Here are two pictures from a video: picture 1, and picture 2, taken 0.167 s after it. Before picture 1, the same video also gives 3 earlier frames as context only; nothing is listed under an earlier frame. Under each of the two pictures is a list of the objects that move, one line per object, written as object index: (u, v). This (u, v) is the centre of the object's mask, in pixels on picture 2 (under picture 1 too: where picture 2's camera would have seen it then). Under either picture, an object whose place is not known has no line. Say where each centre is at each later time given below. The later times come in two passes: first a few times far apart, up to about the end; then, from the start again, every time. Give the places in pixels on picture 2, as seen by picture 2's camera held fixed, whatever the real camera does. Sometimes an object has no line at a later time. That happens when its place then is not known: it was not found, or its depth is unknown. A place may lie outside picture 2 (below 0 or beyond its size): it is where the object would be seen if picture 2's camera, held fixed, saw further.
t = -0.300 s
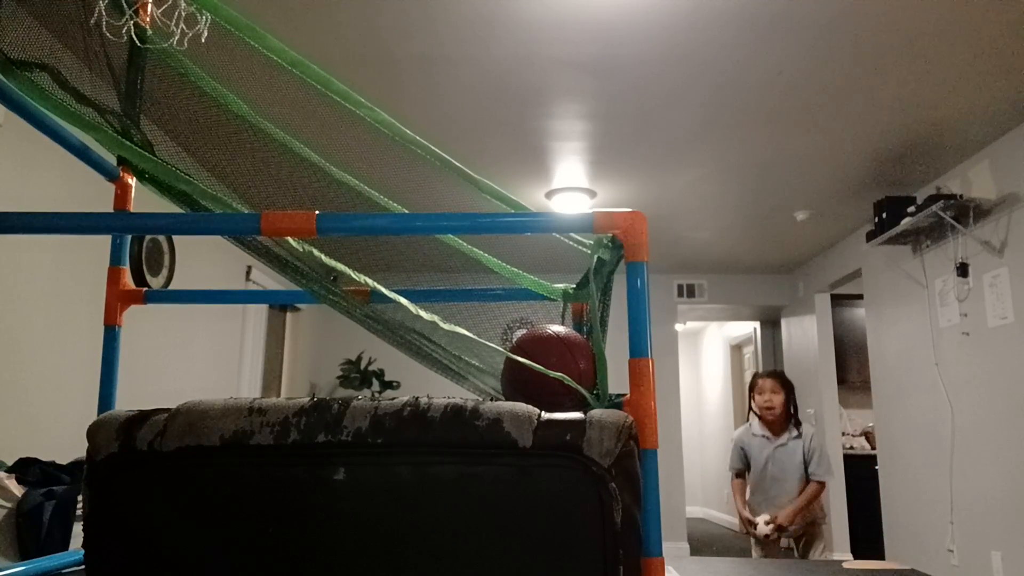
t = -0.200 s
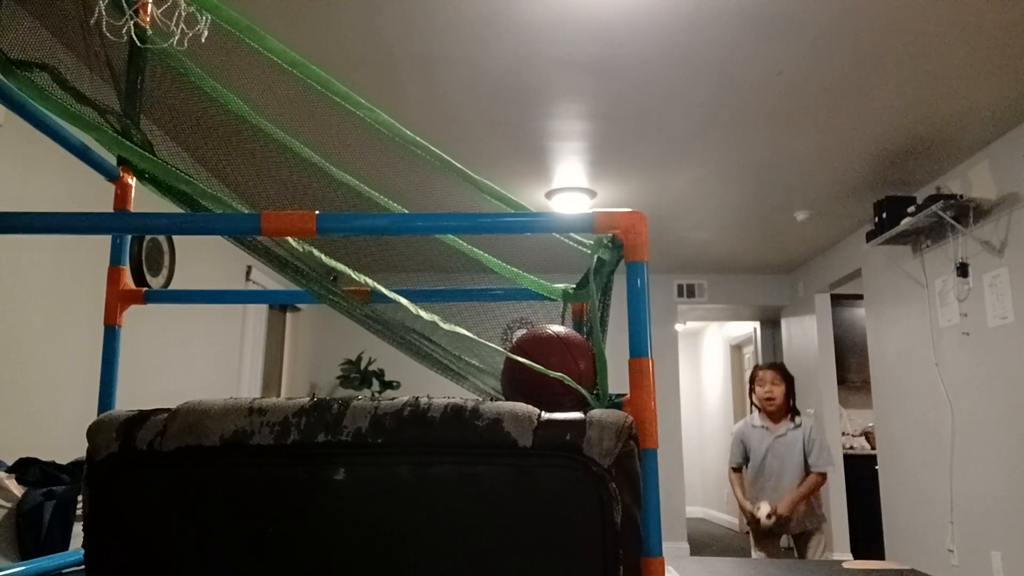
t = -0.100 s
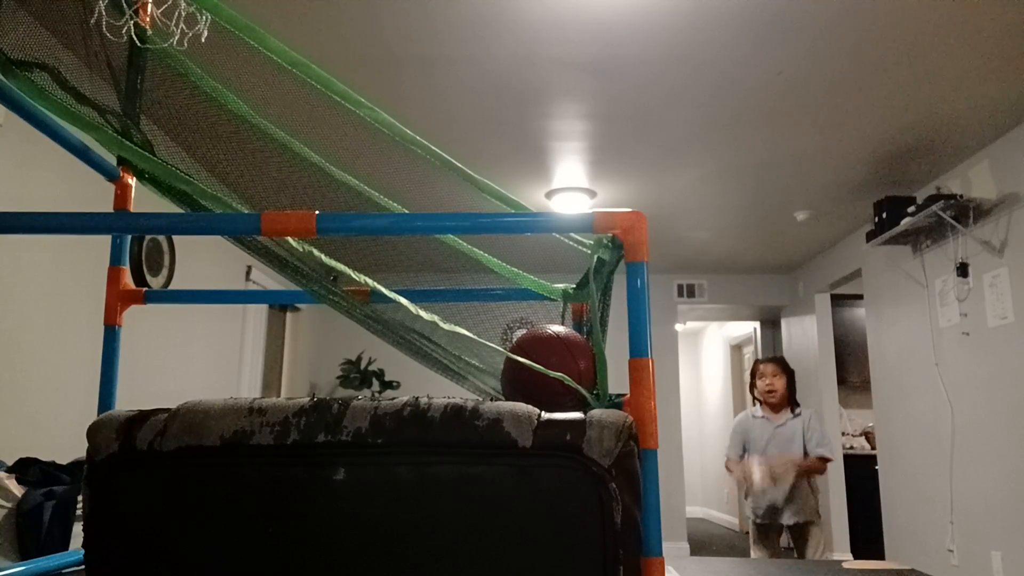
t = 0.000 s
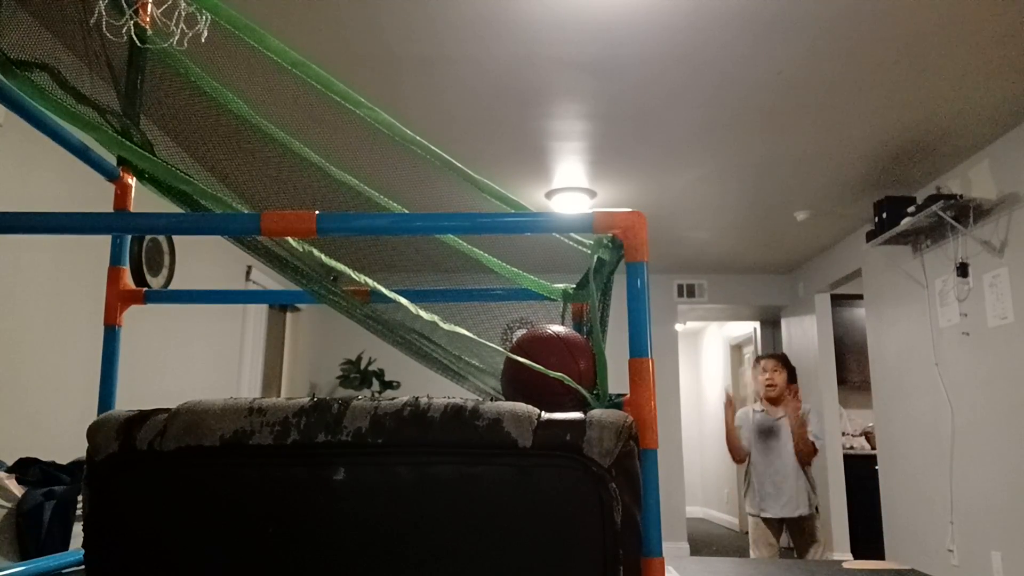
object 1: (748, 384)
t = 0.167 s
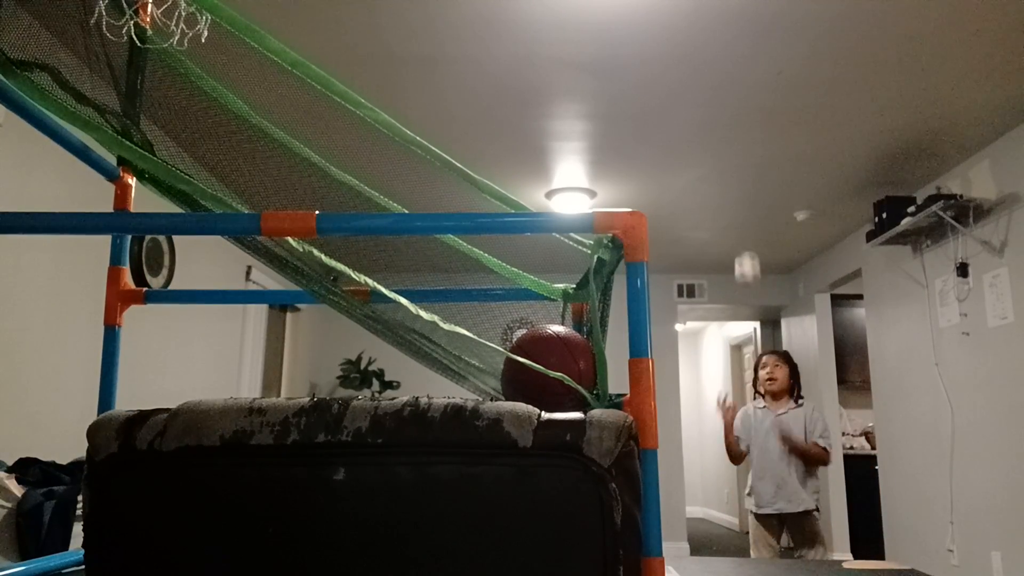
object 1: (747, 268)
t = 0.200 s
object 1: (747, 253)
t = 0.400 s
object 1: (747, 211)
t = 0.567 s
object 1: (751, 242)
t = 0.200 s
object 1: (747, 253)
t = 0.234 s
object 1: (747, 240)
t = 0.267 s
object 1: (746, 229)
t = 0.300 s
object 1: (746, 221)
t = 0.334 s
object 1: (747, 216)
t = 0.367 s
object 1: (747, 213)
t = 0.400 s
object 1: (747, 211)
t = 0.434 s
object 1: (748, 212)
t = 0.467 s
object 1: (748, 216)
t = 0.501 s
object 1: (749, 221)
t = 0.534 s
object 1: (750, 230)
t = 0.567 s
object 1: (751, 242)
